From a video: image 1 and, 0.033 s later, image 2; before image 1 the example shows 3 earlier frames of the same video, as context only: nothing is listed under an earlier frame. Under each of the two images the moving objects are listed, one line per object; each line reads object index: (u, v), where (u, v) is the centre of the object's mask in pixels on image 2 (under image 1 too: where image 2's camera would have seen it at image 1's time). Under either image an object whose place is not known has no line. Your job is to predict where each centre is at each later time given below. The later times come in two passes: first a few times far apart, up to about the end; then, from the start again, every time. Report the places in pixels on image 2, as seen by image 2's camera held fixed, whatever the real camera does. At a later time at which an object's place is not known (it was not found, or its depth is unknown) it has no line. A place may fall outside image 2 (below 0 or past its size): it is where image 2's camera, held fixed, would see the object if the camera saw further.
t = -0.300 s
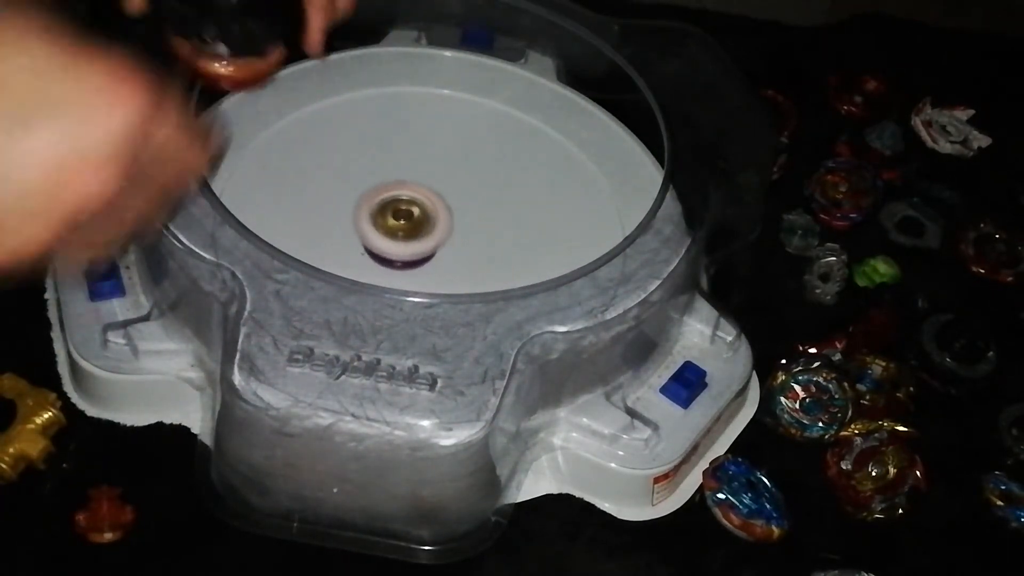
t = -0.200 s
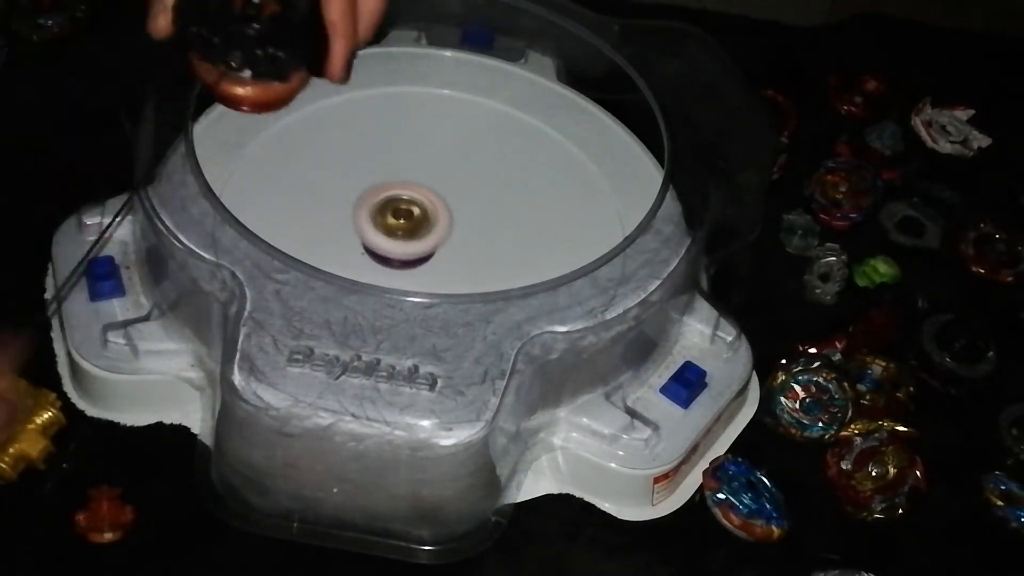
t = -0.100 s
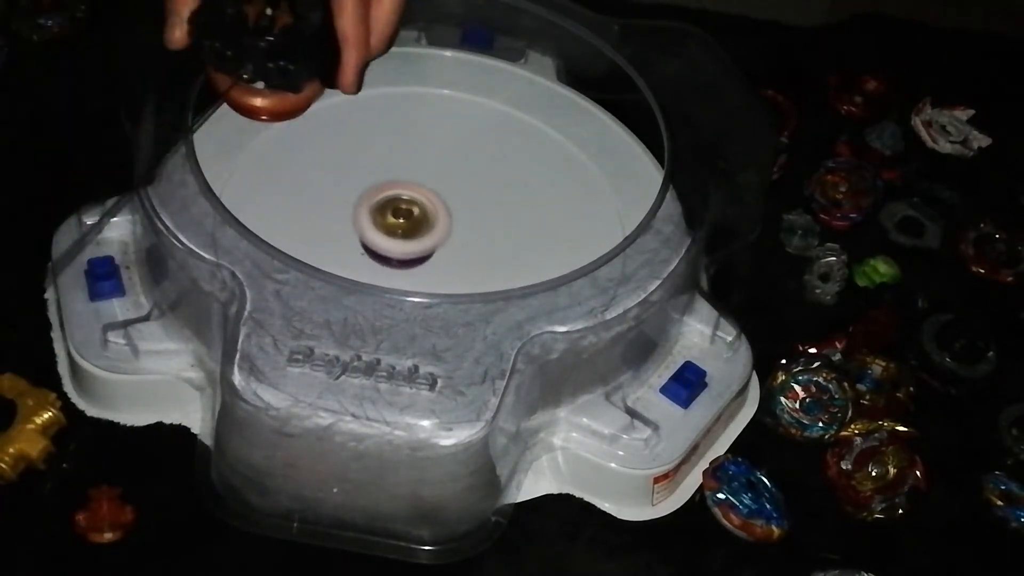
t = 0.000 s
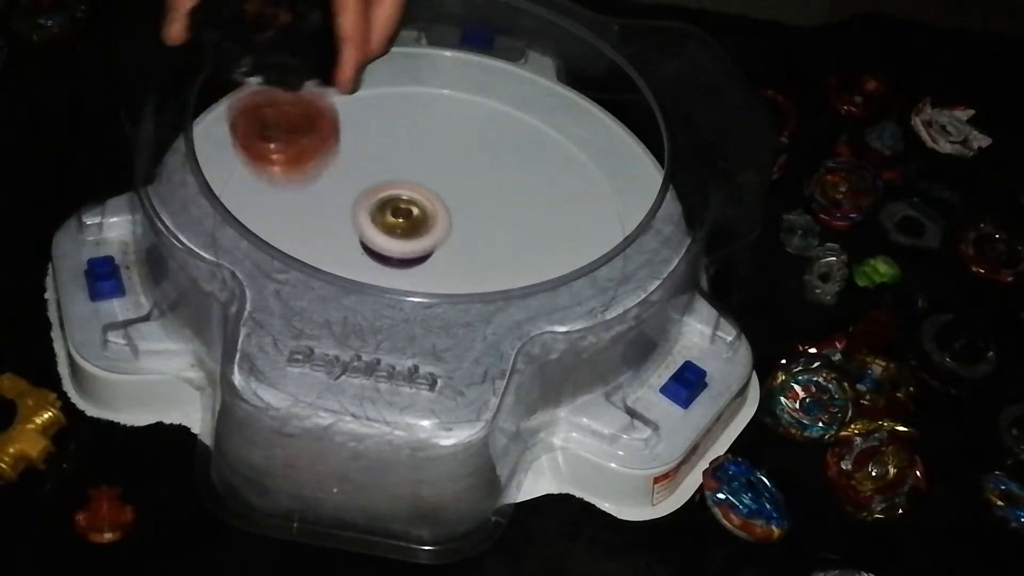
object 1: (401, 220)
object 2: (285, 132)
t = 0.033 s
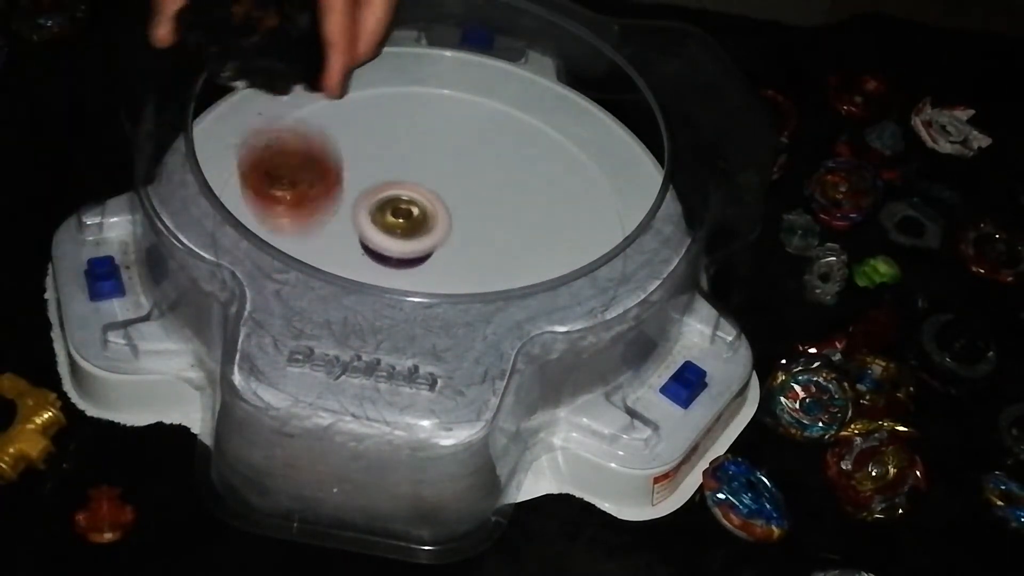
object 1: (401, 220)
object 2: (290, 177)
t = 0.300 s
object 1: (449, 220)
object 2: (298, 225)
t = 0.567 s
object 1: (447, 222)
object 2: (343, 236)
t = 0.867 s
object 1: (485, 203)
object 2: (329, 237)
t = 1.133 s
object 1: (488, 209)
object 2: (377, 219)
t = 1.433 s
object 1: (500, 211)
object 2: (387, 203)
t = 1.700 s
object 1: (507, 221)
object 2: (385, 203)
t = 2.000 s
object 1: (520, 226)
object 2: (387, 222)
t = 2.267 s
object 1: (519, 233)
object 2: (373, 239)
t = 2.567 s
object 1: (507, 237)
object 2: (399, 236)
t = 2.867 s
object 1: (491, 238)
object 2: (392, 224)
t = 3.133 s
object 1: (490, 244)
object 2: (381, 210)
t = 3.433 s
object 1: (489, 258)
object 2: (387, 191)
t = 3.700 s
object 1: (483, 259)
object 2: (408, 198)
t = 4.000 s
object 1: (484, 260)
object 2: (413, 200)
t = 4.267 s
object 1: (474, 263)
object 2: (406, 212)
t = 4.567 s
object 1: (468, 261)
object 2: (387, 212)
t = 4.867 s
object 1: (459, 260)
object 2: (390, 207)
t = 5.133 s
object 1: (453, 260)
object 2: (397, 202)
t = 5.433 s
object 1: (448, 264)
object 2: (408, 198)
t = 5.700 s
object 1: (447, 268)
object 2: (412, 182)
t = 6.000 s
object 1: (437, 266)
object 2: (426, 191)
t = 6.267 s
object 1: (412, 279)
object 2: (450, 169)
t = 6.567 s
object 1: (412, 266)
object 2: (458, 186)
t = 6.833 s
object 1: (407, 275)
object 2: (450, 215)
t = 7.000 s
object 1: (405, 277)
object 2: (436, 204)
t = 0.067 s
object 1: (402, 221)
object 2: (303, 204)
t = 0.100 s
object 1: (410, 221)
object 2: (315, 200)
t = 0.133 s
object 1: (415, 221)
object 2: (323, 205)
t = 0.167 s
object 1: (429, 219)
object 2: (310, 214)
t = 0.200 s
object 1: (440, 218)
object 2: (301, 218)
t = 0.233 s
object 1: (445, 219)
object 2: (297, 221)
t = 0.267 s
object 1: (447, 220)
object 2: (297, 223)
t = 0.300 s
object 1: (449, 220)
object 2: (298, 225)
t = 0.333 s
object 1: (449, 220)
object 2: (301, 228)
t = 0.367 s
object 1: (449, 220)
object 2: (305, 229)
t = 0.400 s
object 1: (448, 220)
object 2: (309, 232)
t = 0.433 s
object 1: (448, 221)
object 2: (315, 233)
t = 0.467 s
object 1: (448, 221)
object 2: (322, 235)
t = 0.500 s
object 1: (447, 221)
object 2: (329, 236)
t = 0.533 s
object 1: (446, 222)
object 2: (336, 236)
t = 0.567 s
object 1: (447, 222)
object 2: (343, 236)
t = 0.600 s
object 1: (448, 222)
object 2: (347, 235)
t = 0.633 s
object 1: (461, 217)
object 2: (334, 235)
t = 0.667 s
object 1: (470, 213)
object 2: (325, 234)
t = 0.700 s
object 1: (476, 210)
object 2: (319, 235)
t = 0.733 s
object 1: (480, 208)
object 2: (318, 236)
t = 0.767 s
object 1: (483, 206)
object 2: (318, 237)
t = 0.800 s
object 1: (484, 204)
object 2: (321, 237)
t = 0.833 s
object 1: (485, 203)
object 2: (325, 237)
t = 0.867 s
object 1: (485, 203)
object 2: (329, 237)
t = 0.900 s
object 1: (486, 203)
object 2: (334, 237)
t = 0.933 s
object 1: (486, 204)
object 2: (340, 236)
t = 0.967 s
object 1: (485, 205)
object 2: (346, 234)
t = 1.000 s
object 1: (486, 206)
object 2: (352, 231)
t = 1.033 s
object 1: (486, 206)
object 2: (359, 228)
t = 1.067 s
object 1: (487, 207)
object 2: (365, 225)
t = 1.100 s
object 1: (487, 208)
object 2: (371, 222)
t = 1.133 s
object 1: (488, 209)
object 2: (377, 219)
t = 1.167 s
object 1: (489, 209)
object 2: (383, 215)
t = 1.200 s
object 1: (490, 210)
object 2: (389, 212)
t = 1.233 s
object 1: (495, 209)
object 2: (389, 208)
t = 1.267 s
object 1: (503, 208)
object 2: (382, 205)
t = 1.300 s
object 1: (503, 208)
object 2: (379, 203)
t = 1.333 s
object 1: (502, 209)
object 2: (378, 202)
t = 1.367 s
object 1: (503, 210)
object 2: (379, 202)
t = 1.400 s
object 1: (502, 210)
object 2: (383, 203)
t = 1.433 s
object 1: (500, 211)
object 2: (387, 203)
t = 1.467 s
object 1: (500, 211)
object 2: (393, 203)
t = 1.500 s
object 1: (497, 212)
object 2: (398, 203)
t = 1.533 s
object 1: (498, 213)
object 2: (402, 202)
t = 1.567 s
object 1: (505, 214)
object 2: (397, 200)
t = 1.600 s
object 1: (508, 216)
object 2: (391, 199)
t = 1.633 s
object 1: (507, 218)
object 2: (387, 199)
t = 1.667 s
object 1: (507, 220)
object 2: (385, 200)
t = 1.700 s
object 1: (507, 221)
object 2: (385, 203)
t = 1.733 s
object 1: (507, 223)
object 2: (387, 205)
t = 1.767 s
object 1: (507, 223)
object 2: (390, 208)
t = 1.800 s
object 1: (506, 224)
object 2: (394, 210)
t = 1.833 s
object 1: (506, 225)
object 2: (399, 213)
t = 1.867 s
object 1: (506, 225)
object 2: (404, 215)
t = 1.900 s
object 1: (507, 225)
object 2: (407, 217)
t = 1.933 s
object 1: (508, 225)
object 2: (408, 219)
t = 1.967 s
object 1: (513, 226)
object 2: (399, 221)
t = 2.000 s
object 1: (520, 226)
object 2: (387, 222)
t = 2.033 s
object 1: (523, 228)
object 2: (378, 224)
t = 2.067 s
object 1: (524, 229)
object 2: (373, 226)
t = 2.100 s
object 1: (523, 228)
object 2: (370, 229)
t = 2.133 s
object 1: (521, 229)
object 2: (369, 232)
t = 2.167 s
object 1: (520, 230)
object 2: (369, 235)
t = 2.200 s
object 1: (520, 231)
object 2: (370, 236)
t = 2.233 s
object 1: (520, 232)
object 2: (371, 238)
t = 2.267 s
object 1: (519, 233)
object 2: (373, 239)
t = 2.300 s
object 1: (518, 234)
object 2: (375, 240)
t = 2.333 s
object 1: (518, 235)
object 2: (377, 240)
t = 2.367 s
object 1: (518, 235)
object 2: (380, 240)
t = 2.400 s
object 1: (518, 236)
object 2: (383, 240)
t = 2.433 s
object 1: (518, 237)
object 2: (386, 239)
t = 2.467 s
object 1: (517, 237)
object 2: (389, 239)
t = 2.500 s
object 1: (514, 237)
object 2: (392, 238)
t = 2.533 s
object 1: (511, 237)
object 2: (396, 237)
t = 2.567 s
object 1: (507, 237)
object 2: (399, 236)
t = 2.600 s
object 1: (503, 237)
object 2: (401, 235)
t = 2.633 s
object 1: (505, 235)
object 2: (395, 232)
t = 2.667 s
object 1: (505, 235)
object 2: (389, 230)
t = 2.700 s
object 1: (503, 236)
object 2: (386, 228)
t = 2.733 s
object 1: (503, 237)
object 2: (384, 227)
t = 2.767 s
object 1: (499, 237)
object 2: (385, 226)
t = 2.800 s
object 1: (497, 237)
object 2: (387, 225)
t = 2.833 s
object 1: (494, 237)
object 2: (389, 224)
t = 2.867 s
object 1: (491, 238)
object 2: (392, 224)
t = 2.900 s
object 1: (496, 240)
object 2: (387, 220)
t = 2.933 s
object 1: (497, 239)
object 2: (382, 216)
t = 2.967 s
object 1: (494, 239)
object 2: (379, 213)
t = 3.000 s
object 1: (493, 241)
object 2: (377, 212)
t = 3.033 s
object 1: (494, 242)
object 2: (377, 211)
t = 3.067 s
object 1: (492, 241)
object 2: (377, 211)
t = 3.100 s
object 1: (490, 242)
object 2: (379, 210)
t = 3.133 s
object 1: (490, 244)
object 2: (381, 210)
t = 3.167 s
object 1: (489, 244)
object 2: (384, 210)
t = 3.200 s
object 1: (487, 245)
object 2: (388, 210)
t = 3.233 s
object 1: (486, 246)
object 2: (392, 209)
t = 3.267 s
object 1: (484, 245)
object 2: (396, 209)
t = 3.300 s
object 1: (484, 247)
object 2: (399, 207)
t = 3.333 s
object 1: (490, 252)
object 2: (394, 201)
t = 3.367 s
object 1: (491, 255)
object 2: (390, 196)
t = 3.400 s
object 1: (489, 257)
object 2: (388, 193)
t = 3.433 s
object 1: (489, 258)
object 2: (387, 191)
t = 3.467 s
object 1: (488, 258)
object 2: (387, 191)
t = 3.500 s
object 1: (487, 258)
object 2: (388, 192)
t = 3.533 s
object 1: (487, 258)
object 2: (390, 193)
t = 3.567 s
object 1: (487, 258)
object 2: (393, 194)
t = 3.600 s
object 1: (485, 258)
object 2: (397, 195)
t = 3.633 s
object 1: (484, 259)
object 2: (401, 196)
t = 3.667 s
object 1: (484, 259)
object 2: (404, 197)
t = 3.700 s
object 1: (483, 259)
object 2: (408, 198)
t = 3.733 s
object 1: (481, 260)
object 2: (412, 199)
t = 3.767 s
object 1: (481, 260)
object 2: (415, 200)
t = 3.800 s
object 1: (481, 259)
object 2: (419, 202)
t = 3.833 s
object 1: (480, 260)
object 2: (422, 203)
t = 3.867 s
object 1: (481, 260)
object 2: (423, 203)
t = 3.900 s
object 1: (482, 260)
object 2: (423, 204)
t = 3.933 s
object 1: (482, 259)
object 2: (422, 204)
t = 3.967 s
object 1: (484, 260)
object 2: (417, 202)
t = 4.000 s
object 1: (484, 260)
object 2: (413, 200)
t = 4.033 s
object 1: (480, 261)
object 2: (409, 200)
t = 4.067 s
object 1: (479, 261)
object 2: (406, 201)
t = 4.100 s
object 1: (479, 262)
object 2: (404, 202)
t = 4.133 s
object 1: (476, 262)
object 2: (403, 204)
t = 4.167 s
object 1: (475, 262)
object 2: (403, 206)
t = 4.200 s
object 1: (475, 262)
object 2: (404, 208)
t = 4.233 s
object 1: (475, 262)
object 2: (405, 211)
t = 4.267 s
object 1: (474, 263)
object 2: (406, 212)
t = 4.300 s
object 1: (476, 263)
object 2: (405, 213)
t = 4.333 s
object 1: (476, 262)
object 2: (402, 213)
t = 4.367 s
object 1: (472, 263)
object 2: (400, 214)
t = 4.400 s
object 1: (473, 262)
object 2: (396, 212)
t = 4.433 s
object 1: (475, 262)
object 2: (392, 212)
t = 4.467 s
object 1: (470, 262)
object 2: (389, 211)
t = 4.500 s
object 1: (466, 262)
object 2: (388, 211)
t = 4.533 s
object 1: (468, 261)
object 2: (387, 211)
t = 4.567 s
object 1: (468, 261)
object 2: (387, 212)
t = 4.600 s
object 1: (465, 261)
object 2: (387, 212)
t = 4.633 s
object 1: (464, 261)
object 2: (388, 212)
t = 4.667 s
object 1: (464, 260)
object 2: (390, 212)
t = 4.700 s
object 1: (463, 260)
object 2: (390, 211)
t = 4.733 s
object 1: (464, 260)
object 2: (389, 209)
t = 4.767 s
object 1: (464, 259)
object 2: (388, 208)
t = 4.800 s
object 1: (461, 260)
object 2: (388, 208)
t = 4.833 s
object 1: (461, 260)
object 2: (389, 207)
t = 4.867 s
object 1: (459, 260)
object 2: (390, 207)
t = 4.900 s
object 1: (457, 260)
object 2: (391, 207)
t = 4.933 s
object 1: (456, 260)
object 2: (393, 206)
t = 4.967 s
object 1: (456, 260)
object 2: (394, 204)
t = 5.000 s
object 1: (454, 260)
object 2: (394, 203)
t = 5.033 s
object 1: (453, 260)
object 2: (394, 202)
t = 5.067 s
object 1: (453, 260)
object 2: (394, 201)
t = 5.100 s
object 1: (453, 260)
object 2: (395, 201)
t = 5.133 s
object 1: (453, 260)
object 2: (397, 202)
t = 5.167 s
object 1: (454, 261)
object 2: (399, 201)
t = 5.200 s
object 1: (455, 263)
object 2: (400, 200)
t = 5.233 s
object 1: (451, 262)
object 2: (400, 199)
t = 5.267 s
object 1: (450, 263)
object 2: (400, 199)
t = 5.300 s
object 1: (452, 263)
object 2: (402, 200)
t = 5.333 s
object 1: (450, 263)
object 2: (404, 200)
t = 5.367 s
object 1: (450, 264)
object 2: (406, 199)
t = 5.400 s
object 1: (450, 264)
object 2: (407, 198)
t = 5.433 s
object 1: (448, 264)
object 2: (408, 198)
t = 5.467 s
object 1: (446, 265)
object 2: (410, 198)
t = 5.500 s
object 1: (446, 265)
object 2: (412, 198)
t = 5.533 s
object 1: (447, 264)
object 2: (415, 198)
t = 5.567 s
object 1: (447, 266)
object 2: (417, 197)
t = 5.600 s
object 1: (450, 268)
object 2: (416, 190)
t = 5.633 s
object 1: (449, 268)
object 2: (414, 186)
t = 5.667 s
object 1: (448, 268)
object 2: (413, 184)
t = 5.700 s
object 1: (447, 268)
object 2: (412, 182)
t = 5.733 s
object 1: (445, 268)
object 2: (413, 182)
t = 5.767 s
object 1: (444, 268)
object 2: (413, 183)
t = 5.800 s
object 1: (443, 268)
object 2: (415, 183)
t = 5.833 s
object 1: (442, 268)
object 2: (417, 184)
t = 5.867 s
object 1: (440, 268)
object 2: (419, 185)
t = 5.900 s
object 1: (439, 268)
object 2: (420, 186)
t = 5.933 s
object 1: (440, 268)
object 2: (422, 187)
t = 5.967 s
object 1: (439, 267)
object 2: (424, 189)
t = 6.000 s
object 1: (437, 266)
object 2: (426, 191)
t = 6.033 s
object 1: (437, 265)
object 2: (427, 193)
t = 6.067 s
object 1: (435, 264)
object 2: (428, 194)
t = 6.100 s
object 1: (431, 262)
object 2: (430, 195)
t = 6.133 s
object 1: (428, 264)
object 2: (435, 192)
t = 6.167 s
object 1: (419, 278)
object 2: (442, 183)
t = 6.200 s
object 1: (412, 281)
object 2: (447, 175)
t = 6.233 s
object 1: (411, 280)
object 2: (449, 171)
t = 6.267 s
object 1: (412, 279)
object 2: (450, 169)
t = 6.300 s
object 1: (413, 277)
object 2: (451, 168)
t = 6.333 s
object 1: (414, 276)
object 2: (452, 169)
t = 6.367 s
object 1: (414, 275)
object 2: (453, 170)
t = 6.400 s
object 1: (415, 267)
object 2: (454, 171)
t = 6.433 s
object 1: (414, 267)
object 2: (455, 173)
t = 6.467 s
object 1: (414, 267)
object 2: (456, 176)
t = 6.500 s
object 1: (413, 266)
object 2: (457, 179)
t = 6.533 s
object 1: (413, 266)
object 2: (458, 182)
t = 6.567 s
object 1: (412, 266)
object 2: (458, 186)
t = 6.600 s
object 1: (411, 266)
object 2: (458, 190)
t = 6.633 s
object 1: (410, 266)
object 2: (457, 194)
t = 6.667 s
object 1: (409, 266)
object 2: (457, 198)
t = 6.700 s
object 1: (408, 266)
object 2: (456, 203)
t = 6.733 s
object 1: (406, 265)
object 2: (453, 211)
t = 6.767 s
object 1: (404, 265)
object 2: (452, 214)
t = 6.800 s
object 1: (405, 273)
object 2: (451, 216)
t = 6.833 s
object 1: (407, 275)
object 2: (450, 215)
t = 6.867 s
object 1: (408, 275)
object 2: (448, 212)
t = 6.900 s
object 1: (406, 273)
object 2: (445, 211)
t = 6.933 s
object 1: (406, 267)
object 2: (441, 210)
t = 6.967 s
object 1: (406, 267)
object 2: (437, 210)
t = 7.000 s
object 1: (405, 277)
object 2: (436, 204)
